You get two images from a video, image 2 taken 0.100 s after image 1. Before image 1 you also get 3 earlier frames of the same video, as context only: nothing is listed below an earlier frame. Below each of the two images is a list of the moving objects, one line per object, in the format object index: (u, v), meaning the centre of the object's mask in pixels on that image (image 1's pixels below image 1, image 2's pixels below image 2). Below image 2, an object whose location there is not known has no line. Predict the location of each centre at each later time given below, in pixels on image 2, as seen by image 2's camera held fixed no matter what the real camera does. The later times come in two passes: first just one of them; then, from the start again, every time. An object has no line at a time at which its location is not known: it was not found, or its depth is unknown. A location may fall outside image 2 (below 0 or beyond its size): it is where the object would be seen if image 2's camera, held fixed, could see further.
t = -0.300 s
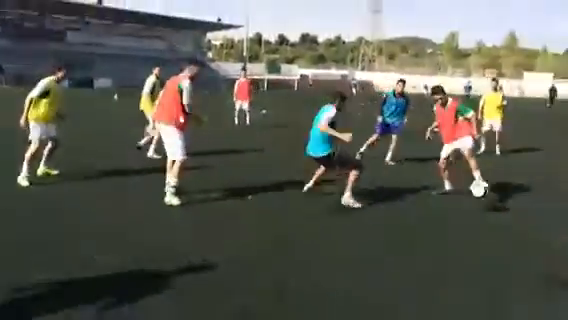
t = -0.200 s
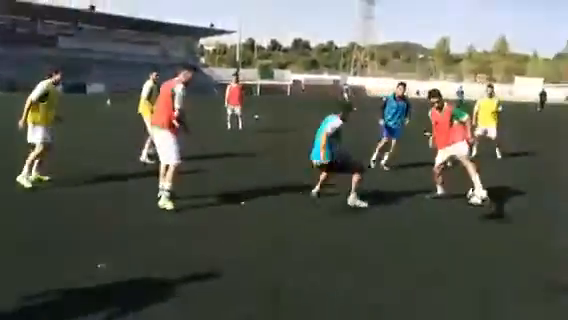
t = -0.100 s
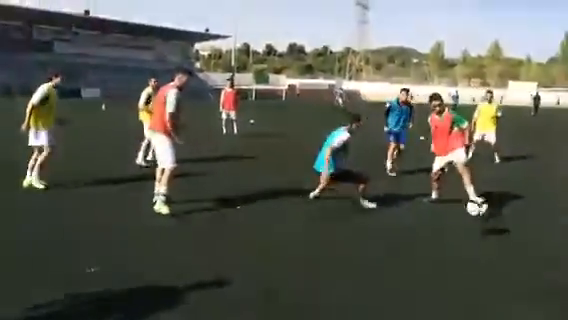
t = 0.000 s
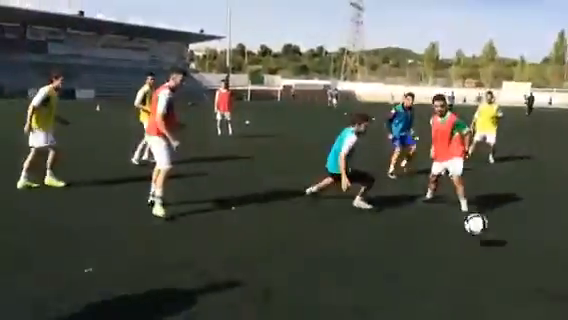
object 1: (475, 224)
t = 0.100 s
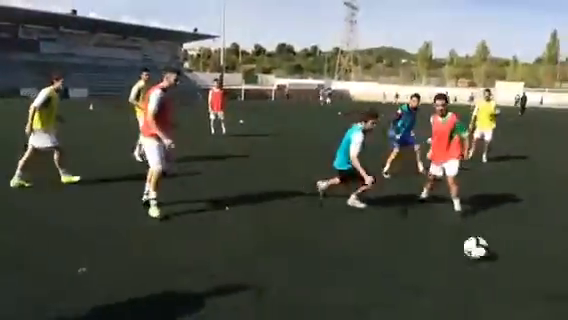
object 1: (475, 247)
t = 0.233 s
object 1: (490, 246)
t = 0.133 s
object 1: (478, 245)
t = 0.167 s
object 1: (482, 246)
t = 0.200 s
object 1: (486, 245)
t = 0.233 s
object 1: (490, 246)
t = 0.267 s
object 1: (493, 248)
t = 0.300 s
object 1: (496, 251)
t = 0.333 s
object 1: (499, 257)
